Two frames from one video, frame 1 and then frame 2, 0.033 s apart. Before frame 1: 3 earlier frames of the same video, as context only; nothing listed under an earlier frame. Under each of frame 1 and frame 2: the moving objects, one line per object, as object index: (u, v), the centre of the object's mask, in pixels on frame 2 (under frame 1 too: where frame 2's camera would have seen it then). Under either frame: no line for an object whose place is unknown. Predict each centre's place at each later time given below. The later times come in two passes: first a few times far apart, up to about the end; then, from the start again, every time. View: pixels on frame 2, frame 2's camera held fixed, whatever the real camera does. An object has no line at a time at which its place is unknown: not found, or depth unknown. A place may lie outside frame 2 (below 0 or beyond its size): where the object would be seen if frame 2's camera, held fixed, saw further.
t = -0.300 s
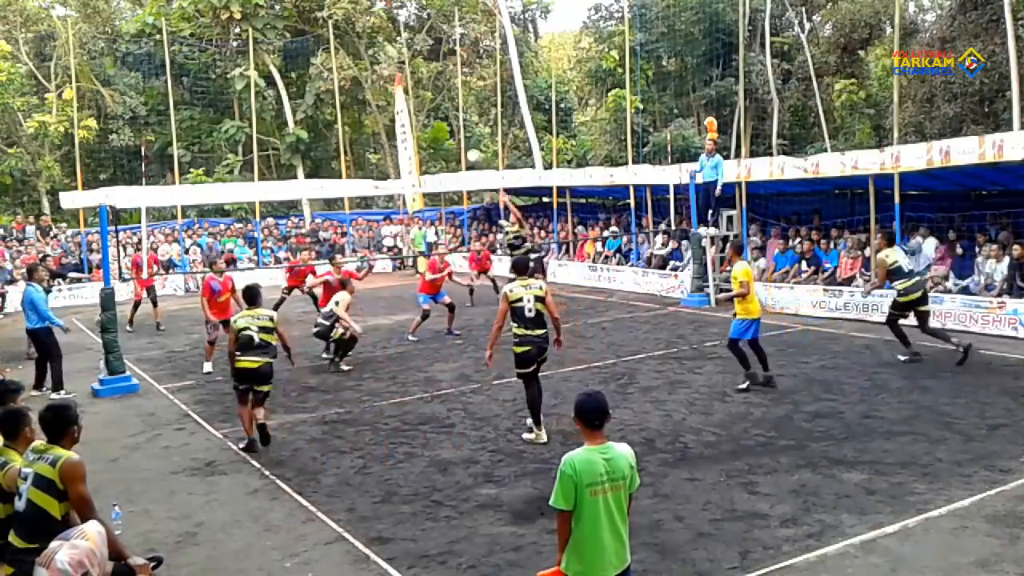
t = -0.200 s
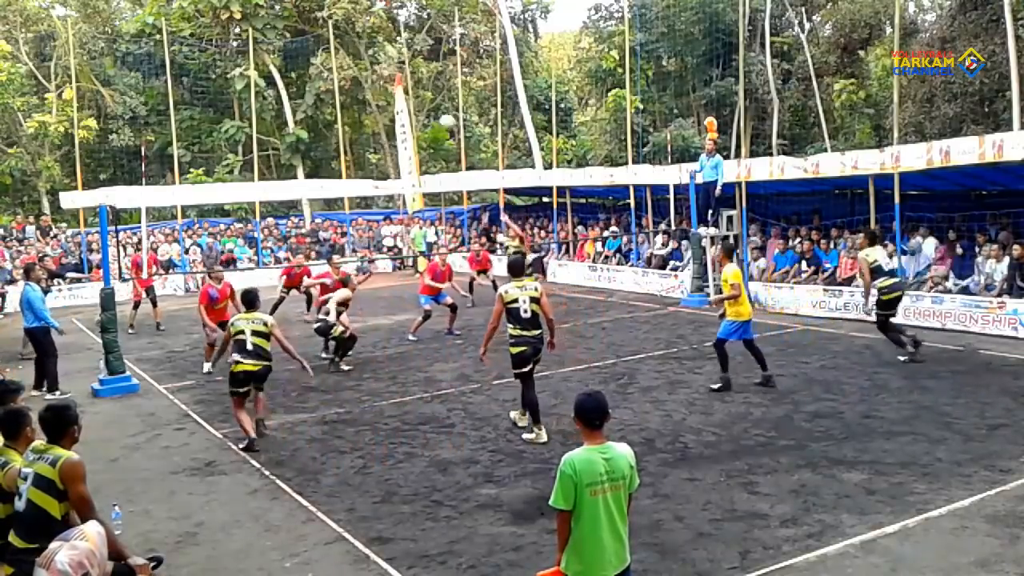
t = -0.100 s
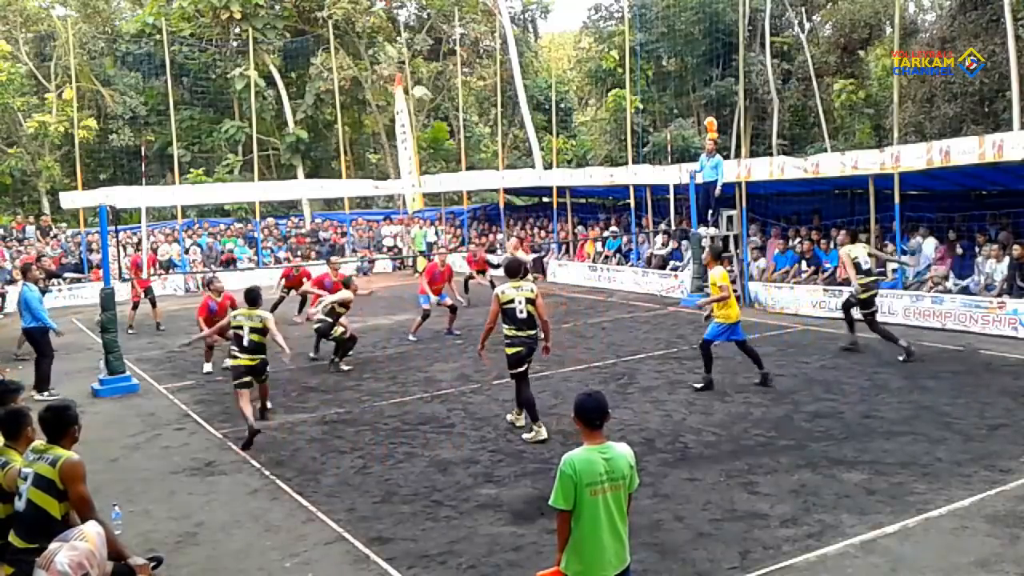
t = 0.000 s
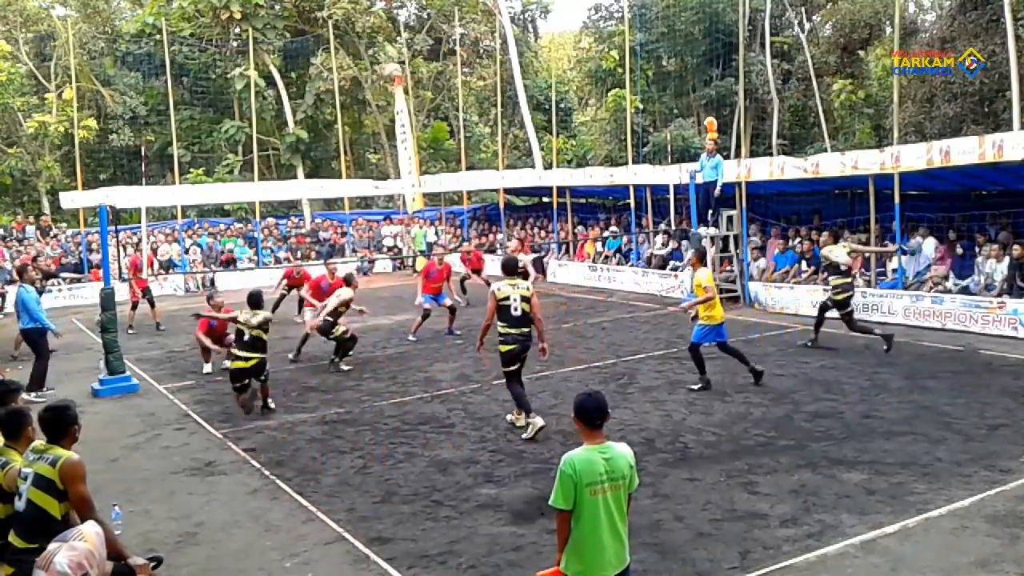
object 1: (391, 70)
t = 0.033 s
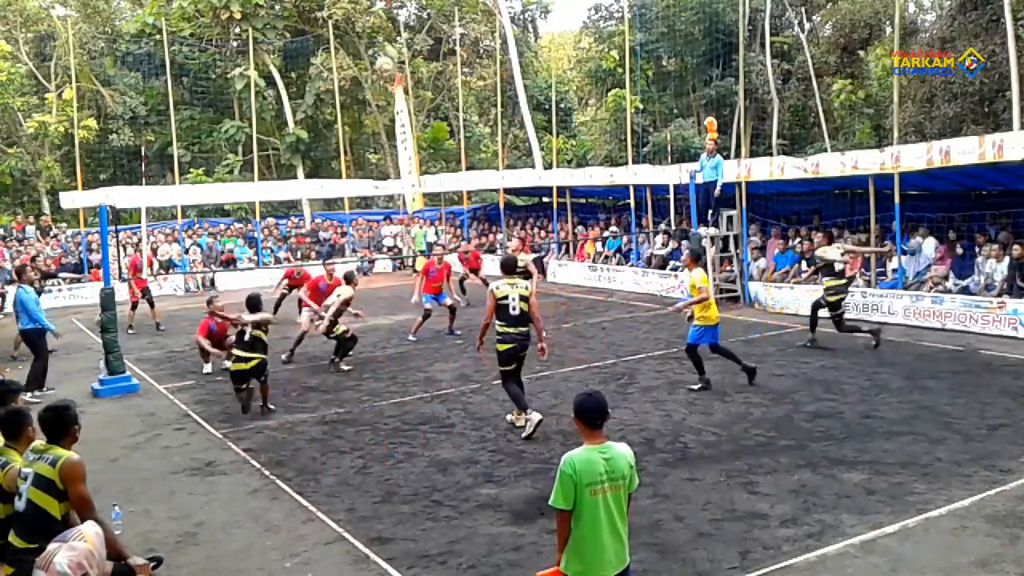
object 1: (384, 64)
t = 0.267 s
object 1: (319, 41)
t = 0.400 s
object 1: (282, 46)
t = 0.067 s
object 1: (375, 57)
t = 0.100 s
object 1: (365, 53)
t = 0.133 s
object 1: (356, 49)
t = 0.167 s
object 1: (347, 45)
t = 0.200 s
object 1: (339, 43)
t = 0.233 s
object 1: (329, 43)
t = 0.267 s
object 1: (319, 41)
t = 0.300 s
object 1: (310, 41)
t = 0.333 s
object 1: (301, 42)
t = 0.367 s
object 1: (291, 43)
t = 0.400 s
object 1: (282, 46)
